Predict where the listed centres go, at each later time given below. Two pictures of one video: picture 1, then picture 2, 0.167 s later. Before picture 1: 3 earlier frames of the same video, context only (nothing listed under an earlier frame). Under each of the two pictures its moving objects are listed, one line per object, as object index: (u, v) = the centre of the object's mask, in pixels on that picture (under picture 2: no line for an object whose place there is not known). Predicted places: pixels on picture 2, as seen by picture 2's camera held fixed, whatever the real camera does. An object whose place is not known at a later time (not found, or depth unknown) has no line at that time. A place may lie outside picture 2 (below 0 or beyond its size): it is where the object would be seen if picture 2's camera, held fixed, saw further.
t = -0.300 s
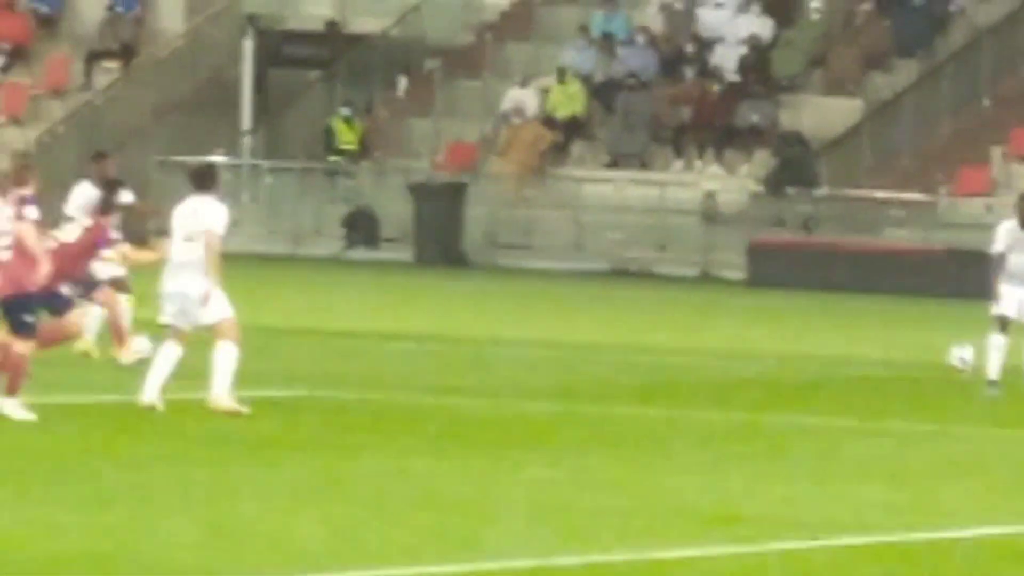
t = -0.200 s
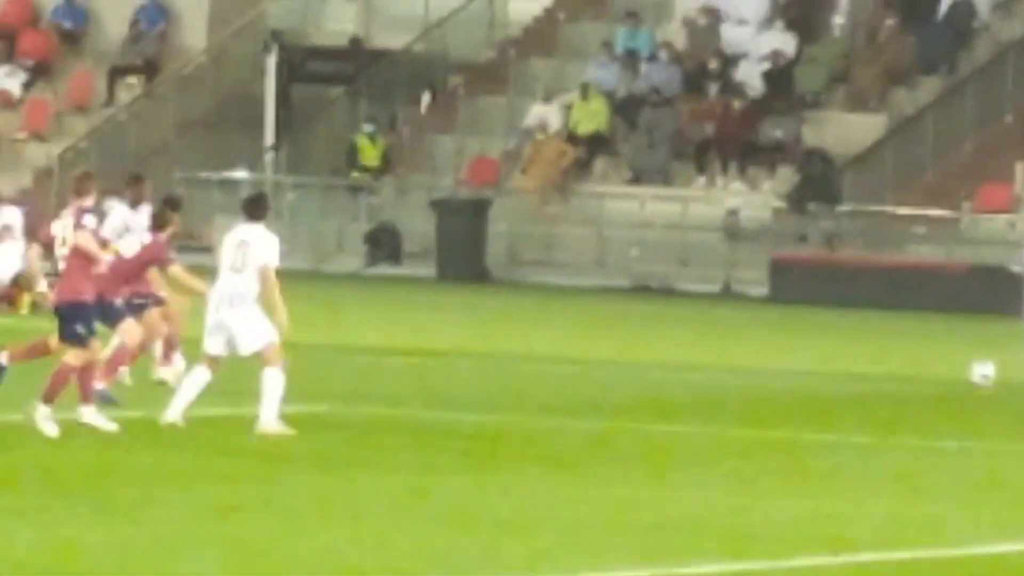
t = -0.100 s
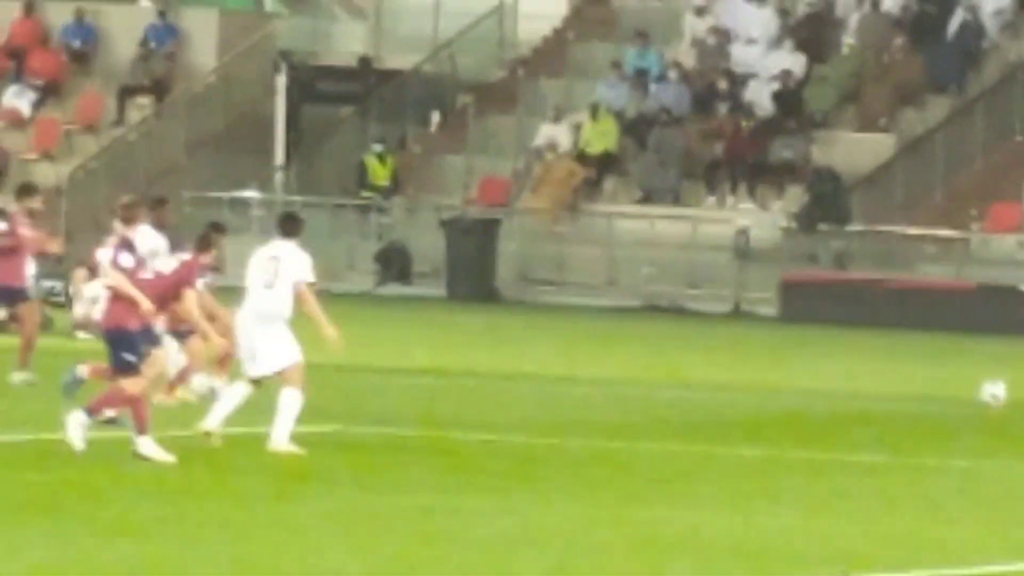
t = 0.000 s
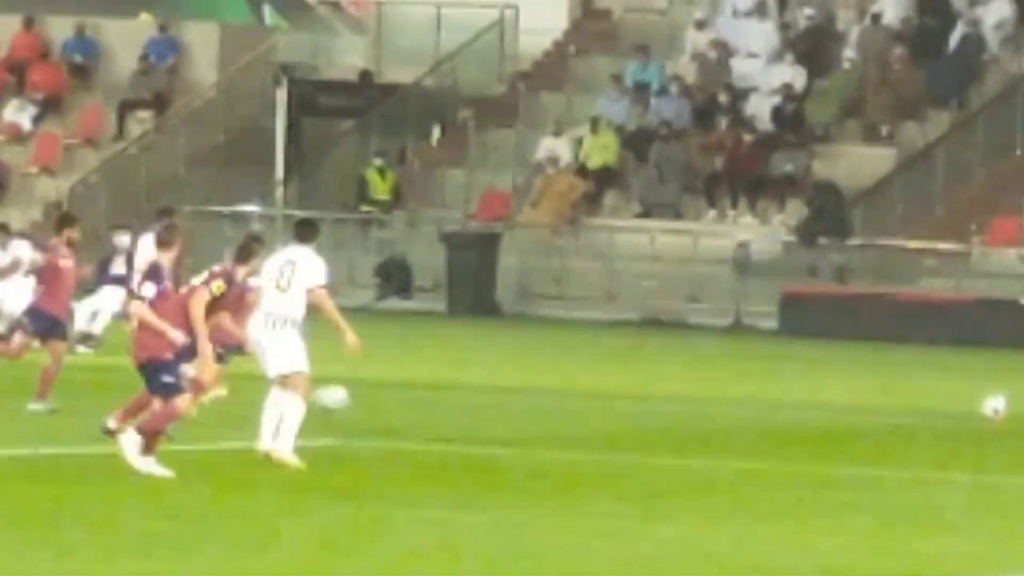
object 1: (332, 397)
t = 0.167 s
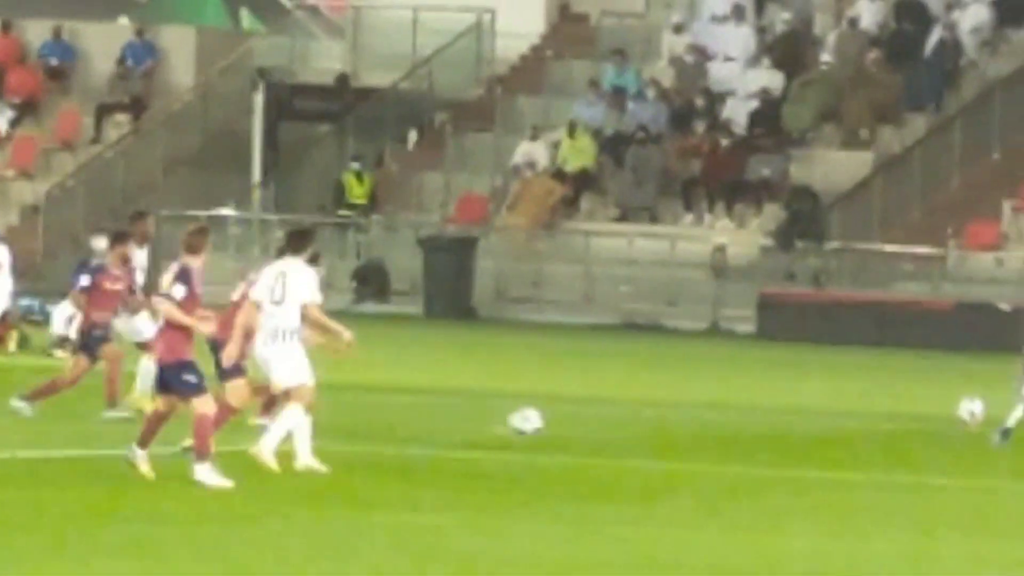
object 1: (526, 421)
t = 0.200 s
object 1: (565, 420)
